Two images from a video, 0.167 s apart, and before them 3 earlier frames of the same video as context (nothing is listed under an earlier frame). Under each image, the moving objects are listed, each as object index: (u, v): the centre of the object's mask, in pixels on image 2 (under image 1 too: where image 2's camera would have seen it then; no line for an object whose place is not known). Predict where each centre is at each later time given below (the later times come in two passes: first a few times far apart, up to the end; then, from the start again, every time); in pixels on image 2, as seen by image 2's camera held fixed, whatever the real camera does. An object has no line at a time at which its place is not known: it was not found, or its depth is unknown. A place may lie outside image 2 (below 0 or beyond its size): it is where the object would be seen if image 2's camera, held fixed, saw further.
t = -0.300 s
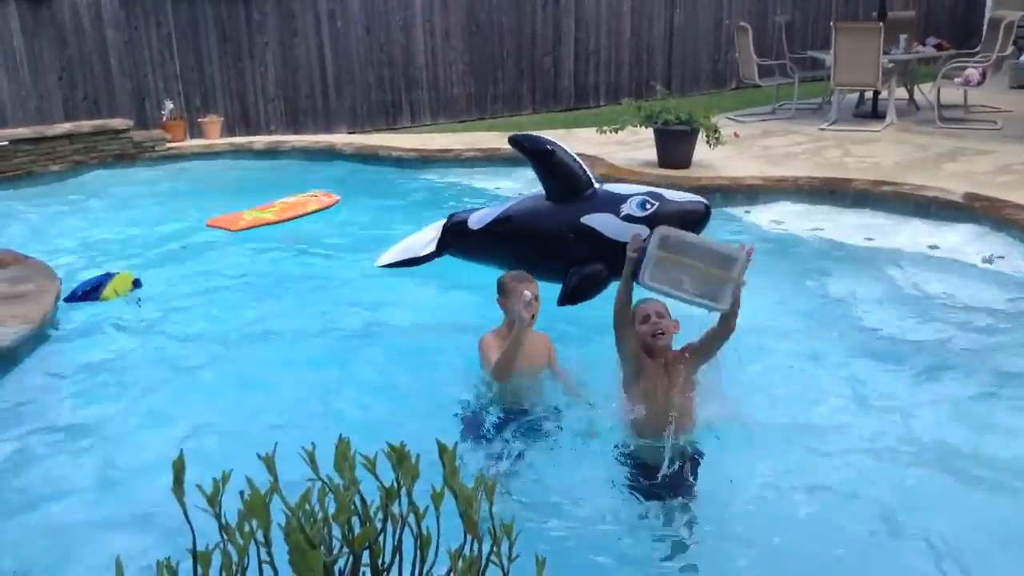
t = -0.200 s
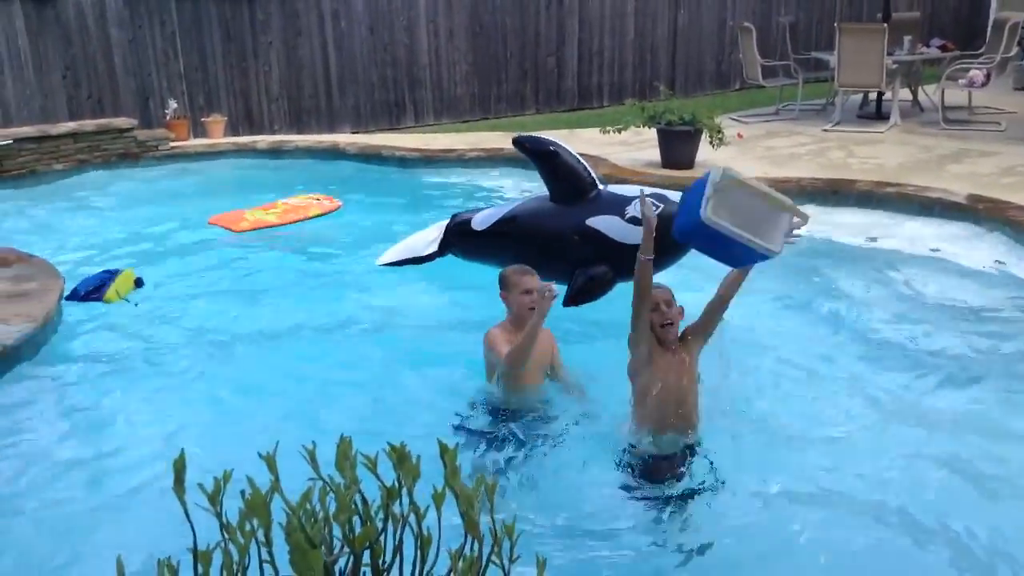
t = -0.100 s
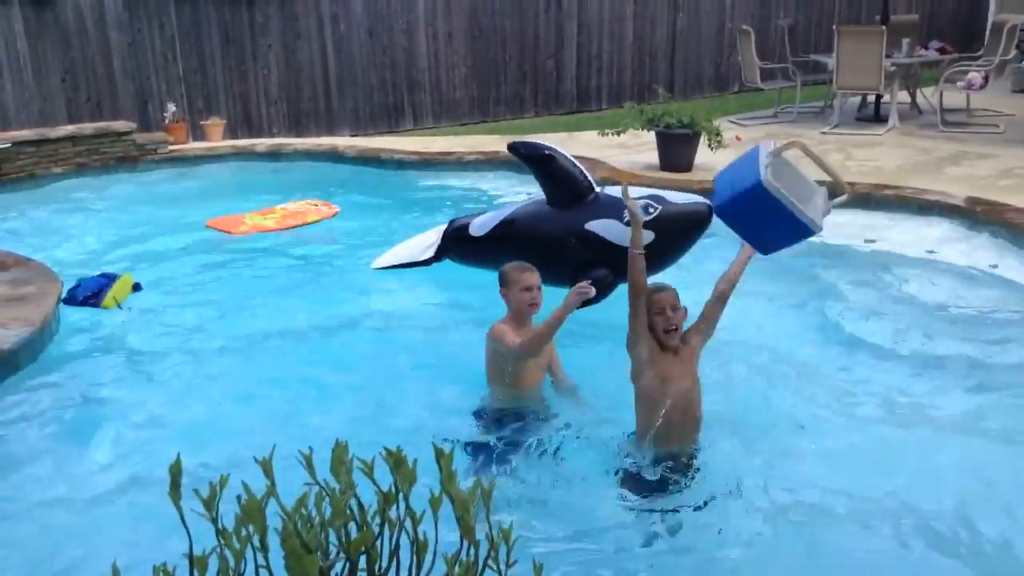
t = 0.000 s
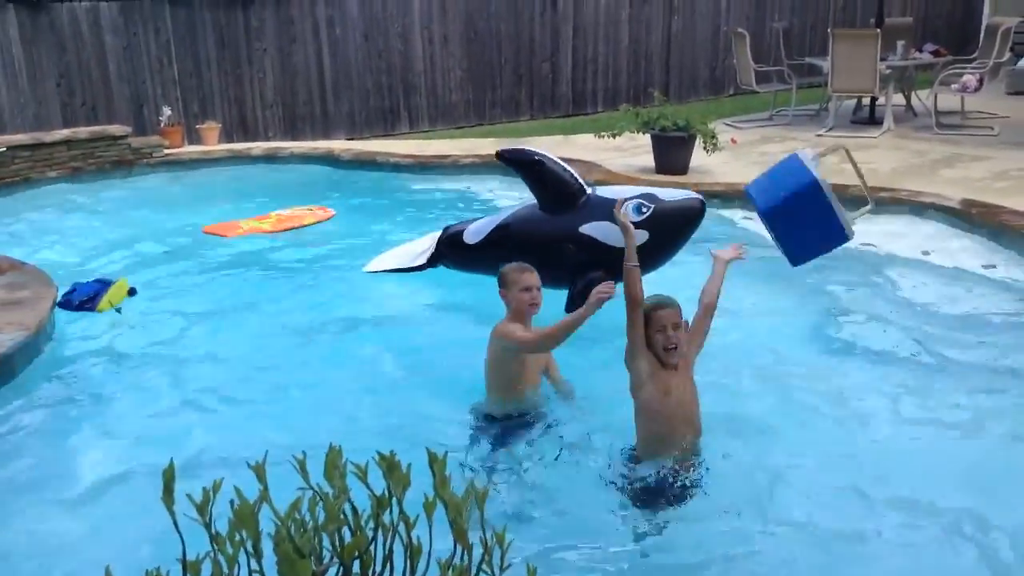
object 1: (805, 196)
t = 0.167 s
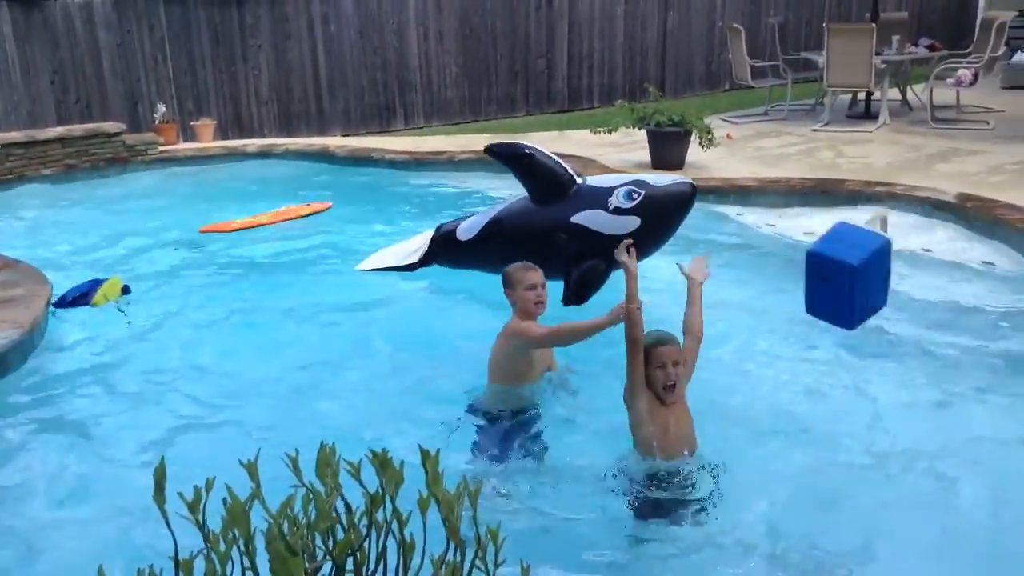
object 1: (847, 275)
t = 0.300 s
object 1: (882, 361)
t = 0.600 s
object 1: (898, 364)
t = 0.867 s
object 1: (903, 367)
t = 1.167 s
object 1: (902, 362)
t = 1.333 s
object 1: (903, 358)
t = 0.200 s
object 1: (857, 297)
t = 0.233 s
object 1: (866, 322)
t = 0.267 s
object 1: (874, 348)
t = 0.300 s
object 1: (882, 361)
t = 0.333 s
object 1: (889, 363)
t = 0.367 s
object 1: (893, 366)
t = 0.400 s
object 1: (894, 369)
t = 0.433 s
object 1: (895, 371)
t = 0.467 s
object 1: (897, 374)
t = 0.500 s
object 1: (898, 374)
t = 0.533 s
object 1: (899, 372)
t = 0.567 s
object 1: (899, 368)
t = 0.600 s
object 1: (898, 364)
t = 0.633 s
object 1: (899, 359)
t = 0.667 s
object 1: (901, 356)
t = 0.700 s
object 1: (901, 355)
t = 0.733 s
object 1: (902, 355)
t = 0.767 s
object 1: (903, 357)
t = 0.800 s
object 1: (903, 360)
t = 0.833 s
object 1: (903, 364)
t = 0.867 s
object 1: (903, 367)
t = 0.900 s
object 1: (902, 369)
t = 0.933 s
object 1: (898, 371)
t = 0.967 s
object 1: (897, 371)
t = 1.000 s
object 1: (897, 370)
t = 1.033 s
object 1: (897, 369)
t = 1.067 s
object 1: (898, 368)
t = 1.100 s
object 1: (900, 366)
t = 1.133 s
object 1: (900, 364)
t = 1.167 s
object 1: (902, 362)
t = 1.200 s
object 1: (903, 360)
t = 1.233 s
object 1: (904, 358)
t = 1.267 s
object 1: (904, 358)
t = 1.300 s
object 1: (904, 358)
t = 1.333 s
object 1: (903, 358)
